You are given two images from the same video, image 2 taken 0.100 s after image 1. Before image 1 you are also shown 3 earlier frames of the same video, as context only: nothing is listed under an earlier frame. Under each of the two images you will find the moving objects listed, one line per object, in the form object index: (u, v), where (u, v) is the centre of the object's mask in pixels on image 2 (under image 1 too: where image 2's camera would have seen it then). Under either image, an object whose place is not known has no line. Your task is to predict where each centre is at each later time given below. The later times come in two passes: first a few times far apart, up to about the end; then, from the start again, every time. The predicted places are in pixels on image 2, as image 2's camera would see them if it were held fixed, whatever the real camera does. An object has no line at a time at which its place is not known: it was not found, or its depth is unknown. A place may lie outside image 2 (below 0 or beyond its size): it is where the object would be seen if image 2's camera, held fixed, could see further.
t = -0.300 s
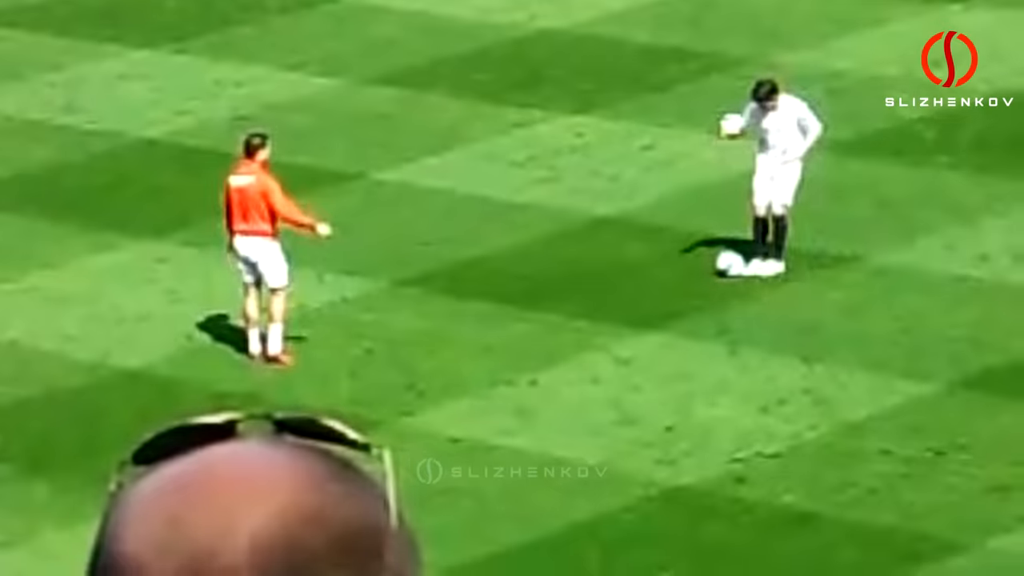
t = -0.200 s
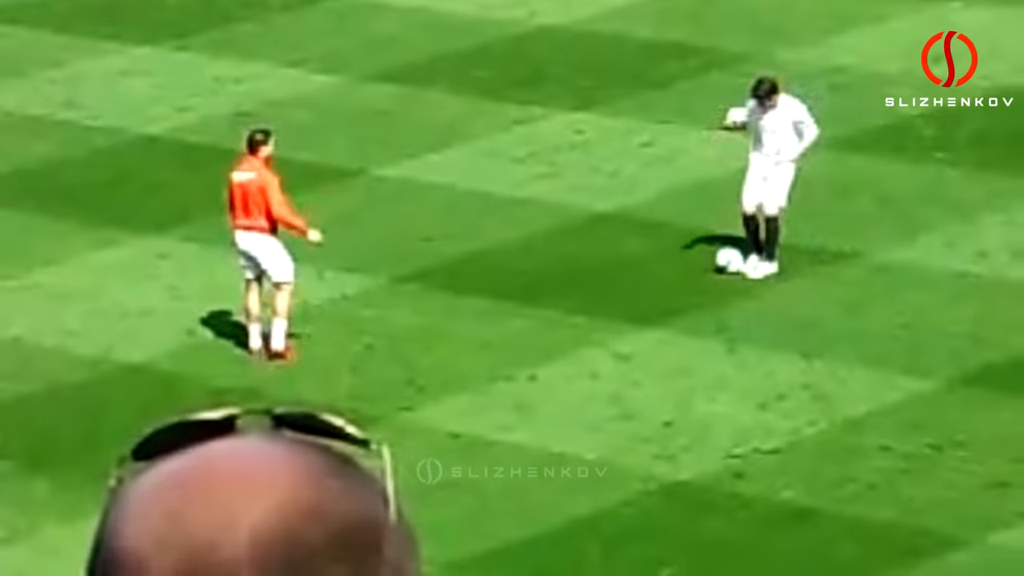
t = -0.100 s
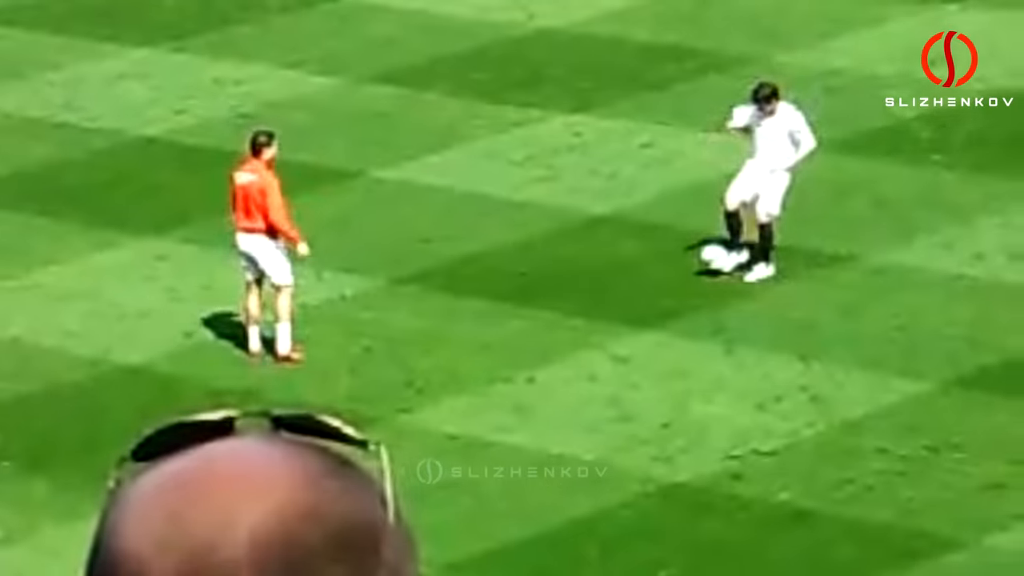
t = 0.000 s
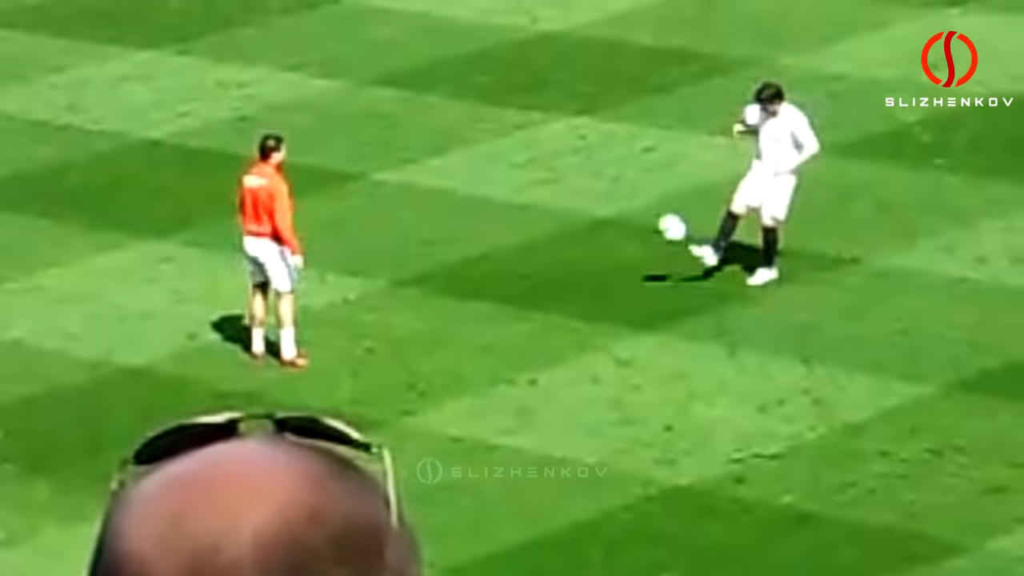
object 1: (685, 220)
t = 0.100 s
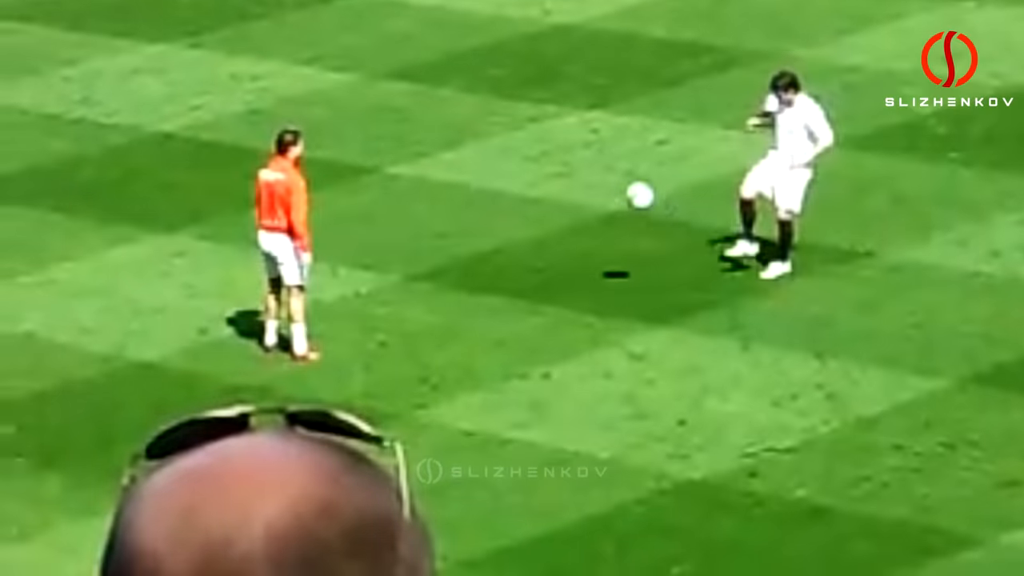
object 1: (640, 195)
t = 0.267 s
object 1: (568, 175)
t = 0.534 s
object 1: (453, 212)
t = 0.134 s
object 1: (626, 188)
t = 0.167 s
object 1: (611, 184)
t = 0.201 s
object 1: (597, 180)
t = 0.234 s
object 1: (581, 177)
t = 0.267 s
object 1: (568, 175)
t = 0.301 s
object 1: (555, 176)
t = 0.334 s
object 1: (541, 176)
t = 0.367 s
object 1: (527, 180)
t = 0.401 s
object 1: (513, 184)
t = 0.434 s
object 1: (499, 189)
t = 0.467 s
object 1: (484, 195)
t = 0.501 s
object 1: (469, 202)
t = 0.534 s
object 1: (453, 212)
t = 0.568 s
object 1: (440, 223)
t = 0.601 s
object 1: (427, 233)
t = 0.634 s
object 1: (413, 246)
